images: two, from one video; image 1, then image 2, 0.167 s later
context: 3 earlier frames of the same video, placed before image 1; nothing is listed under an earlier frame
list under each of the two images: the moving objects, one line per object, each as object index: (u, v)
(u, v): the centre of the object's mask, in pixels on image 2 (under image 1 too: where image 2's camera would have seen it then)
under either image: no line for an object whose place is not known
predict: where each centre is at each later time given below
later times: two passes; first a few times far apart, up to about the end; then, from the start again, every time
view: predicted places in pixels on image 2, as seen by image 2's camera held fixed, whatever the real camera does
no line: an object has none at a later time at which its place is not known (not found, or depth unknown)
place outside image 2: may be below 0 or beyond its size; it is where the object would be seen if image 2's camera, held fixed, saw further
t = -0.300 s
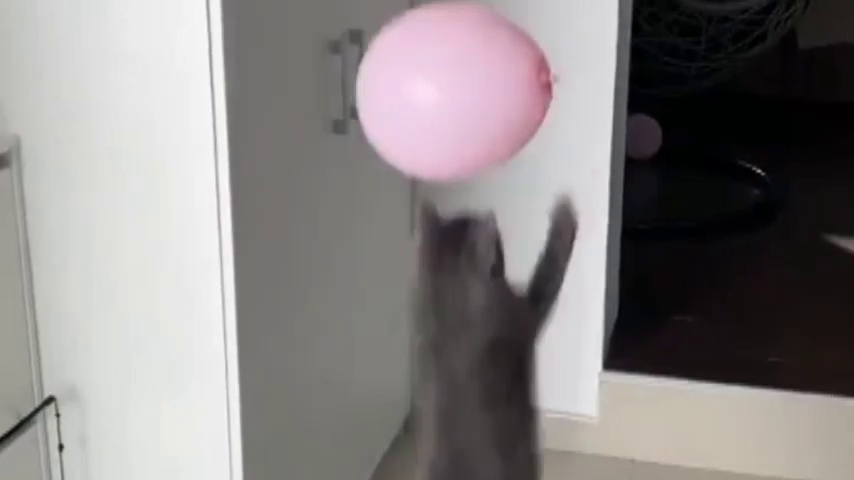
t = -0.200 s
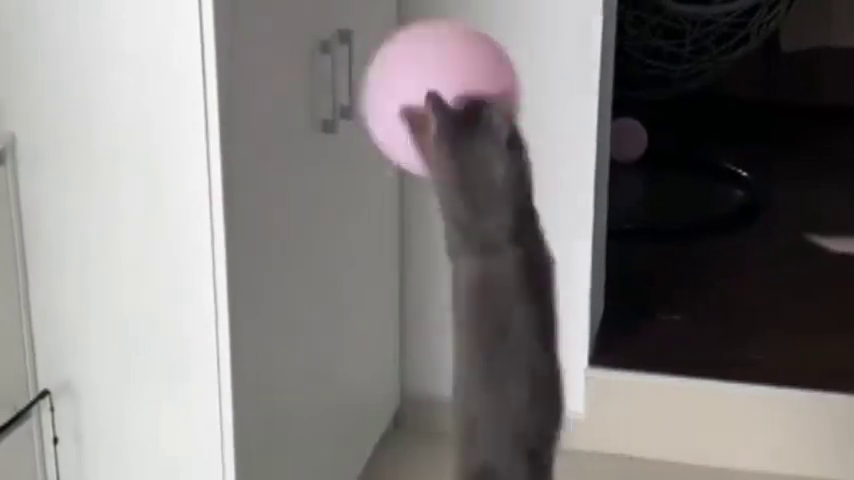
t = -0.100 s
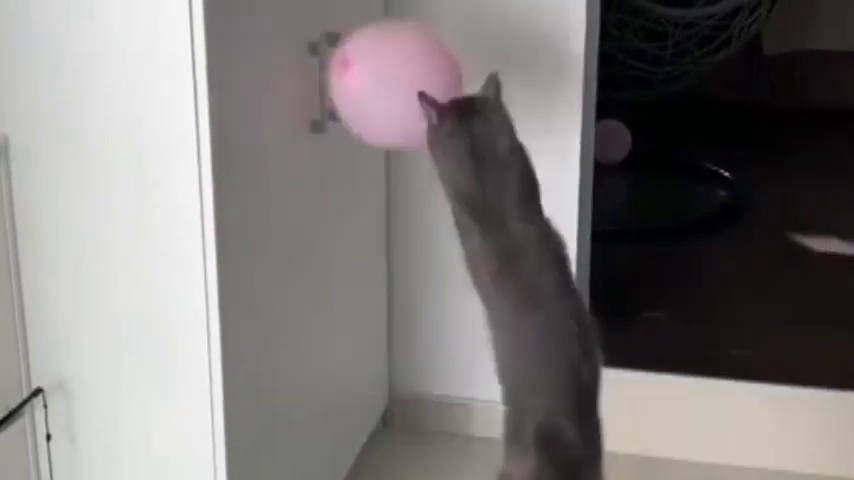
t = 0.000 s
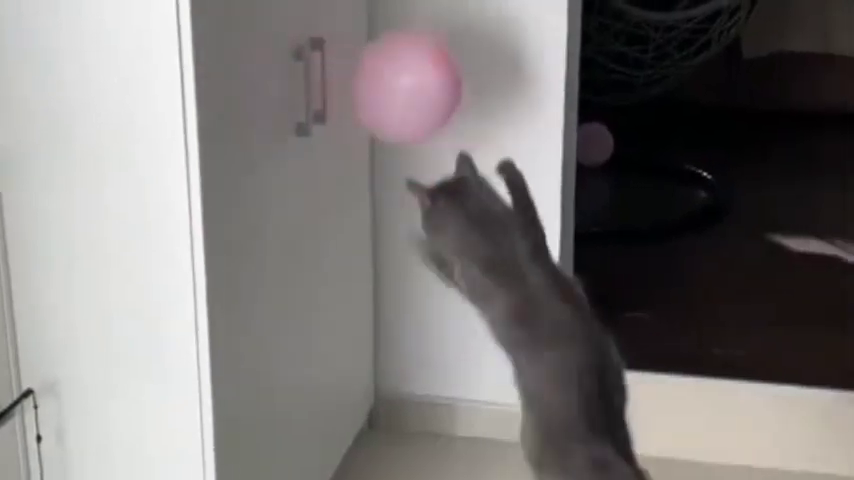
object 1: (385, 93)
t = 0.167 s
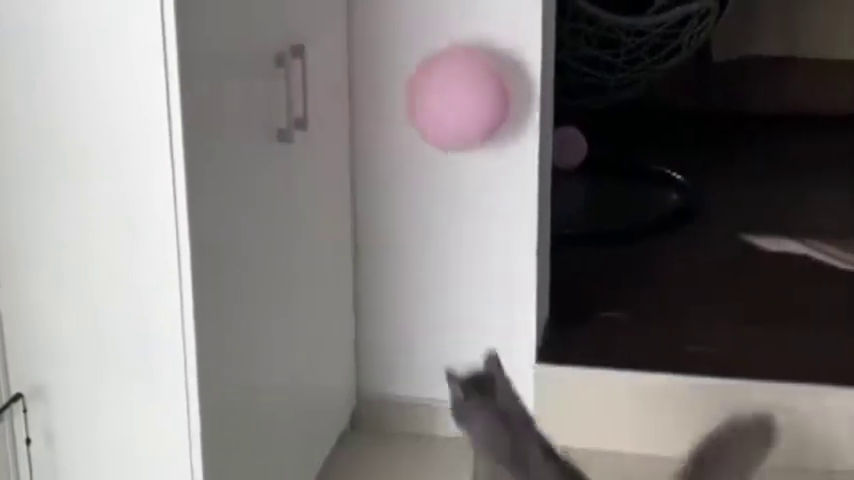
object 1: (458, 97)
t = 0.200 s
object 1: (467, 105)
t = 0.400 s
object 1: (505, 157)
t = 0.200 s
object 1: (467, 105)
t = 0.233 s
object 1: (475, 111)
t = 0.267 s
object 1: (481, 120)
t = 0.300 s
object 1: (488, 128)
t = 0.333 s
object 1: (493, 137)
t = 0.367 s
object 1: (500, 146)
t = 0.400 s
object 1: (505, 157)
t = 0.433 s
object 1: (510, 169)
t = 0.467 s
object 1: (514, 182)
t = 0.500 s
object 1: (519, 195)
